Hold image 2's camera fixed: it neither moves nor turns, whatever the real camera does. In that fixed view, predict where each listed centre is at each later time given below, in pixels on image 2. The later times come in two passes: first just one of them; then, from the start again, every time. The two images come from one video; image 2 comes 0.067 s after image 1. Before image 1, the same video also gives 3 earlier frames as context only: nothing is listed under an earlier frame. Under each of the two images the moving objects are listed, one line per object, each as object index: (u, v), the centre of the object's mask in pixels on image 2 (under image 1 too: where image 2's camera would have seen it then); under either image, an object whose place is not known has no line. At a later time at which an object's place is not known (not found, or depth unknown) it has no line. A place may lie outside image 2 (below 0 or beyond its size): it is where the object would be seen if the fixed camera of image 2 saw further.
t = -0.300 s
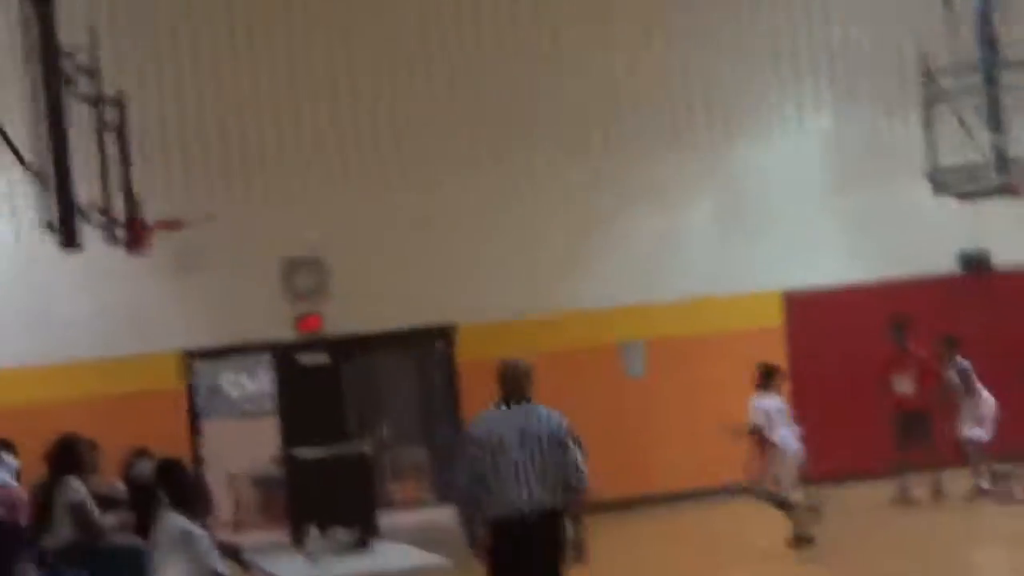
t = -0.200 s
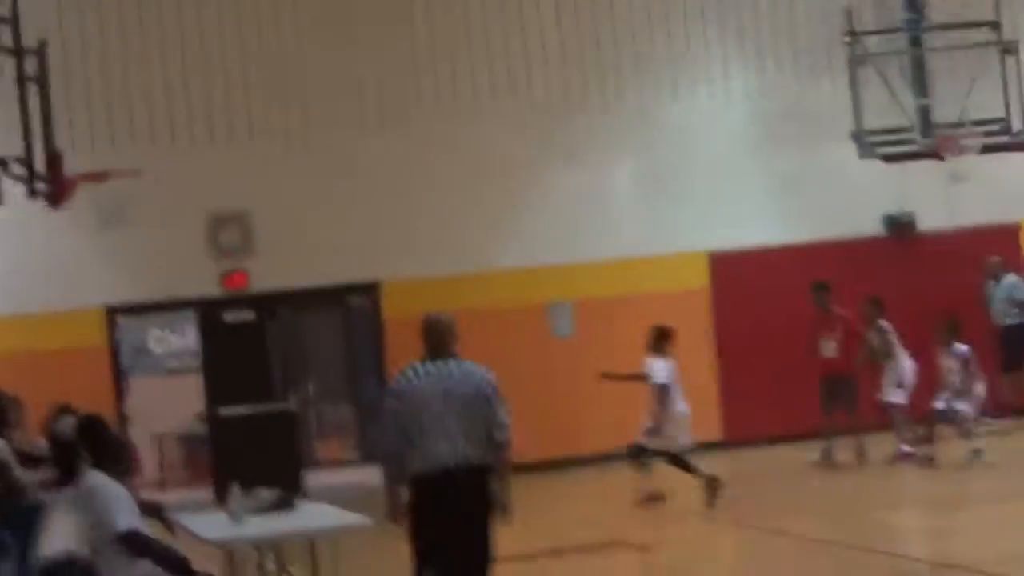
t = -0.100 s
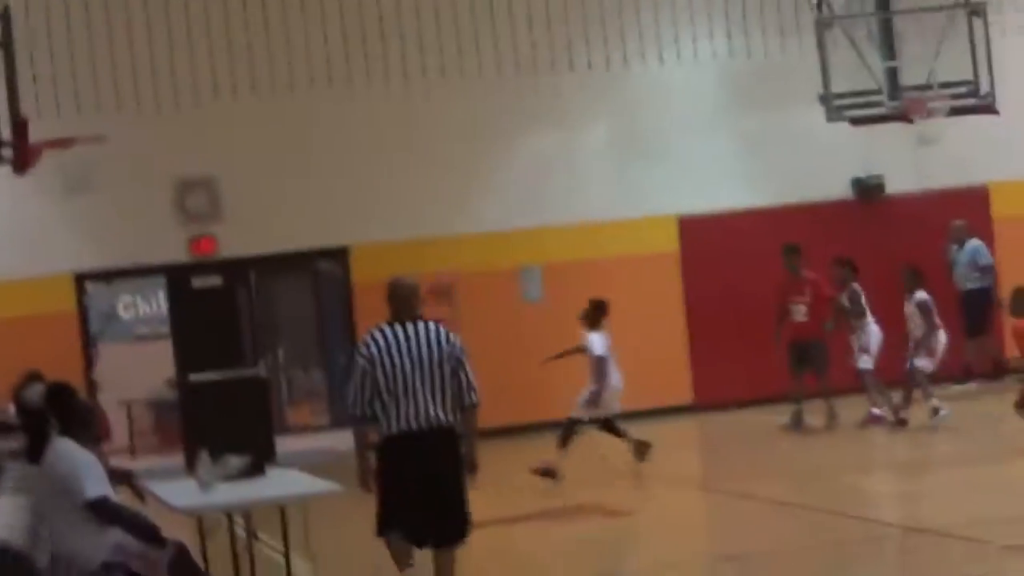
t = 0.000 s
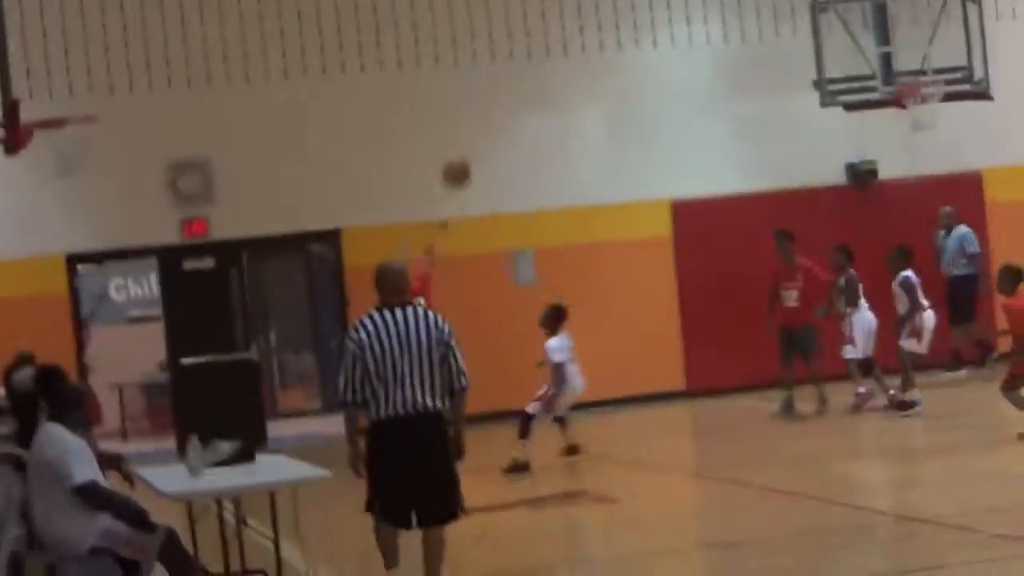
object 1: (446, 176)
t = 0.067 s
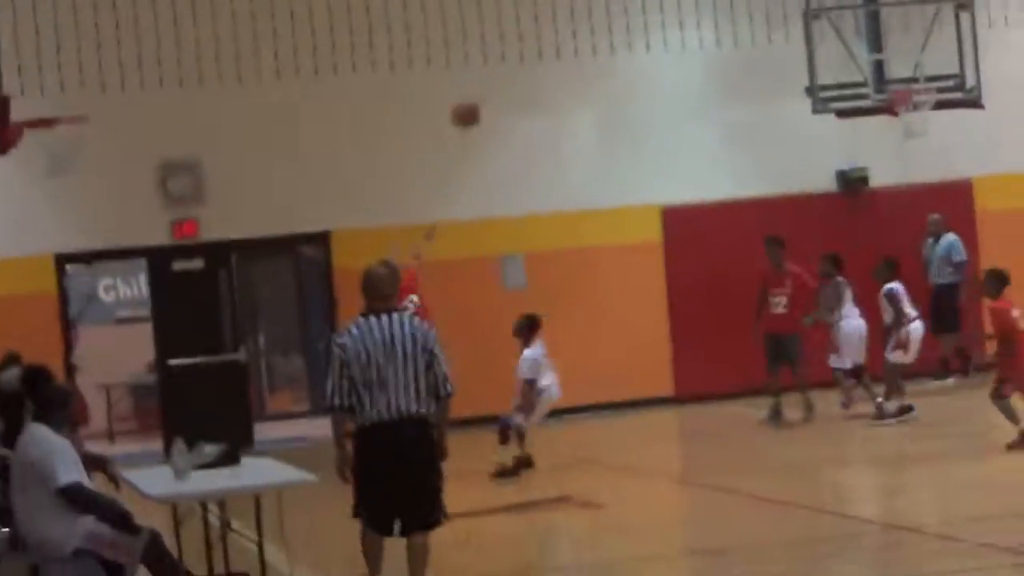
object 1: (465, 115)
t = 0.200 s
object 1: (504, 11)
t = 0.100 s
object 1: (475, 86)
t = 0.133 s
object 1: (485, 58)
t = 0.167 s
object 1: (494, 35)
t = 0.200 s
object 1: (504, 11)
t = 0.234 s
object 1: (513, -11)
